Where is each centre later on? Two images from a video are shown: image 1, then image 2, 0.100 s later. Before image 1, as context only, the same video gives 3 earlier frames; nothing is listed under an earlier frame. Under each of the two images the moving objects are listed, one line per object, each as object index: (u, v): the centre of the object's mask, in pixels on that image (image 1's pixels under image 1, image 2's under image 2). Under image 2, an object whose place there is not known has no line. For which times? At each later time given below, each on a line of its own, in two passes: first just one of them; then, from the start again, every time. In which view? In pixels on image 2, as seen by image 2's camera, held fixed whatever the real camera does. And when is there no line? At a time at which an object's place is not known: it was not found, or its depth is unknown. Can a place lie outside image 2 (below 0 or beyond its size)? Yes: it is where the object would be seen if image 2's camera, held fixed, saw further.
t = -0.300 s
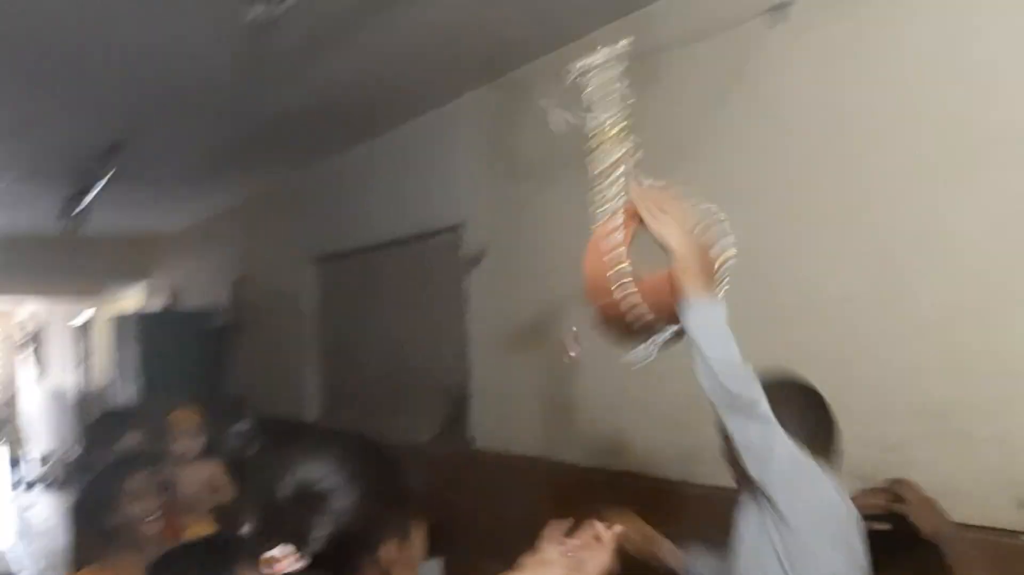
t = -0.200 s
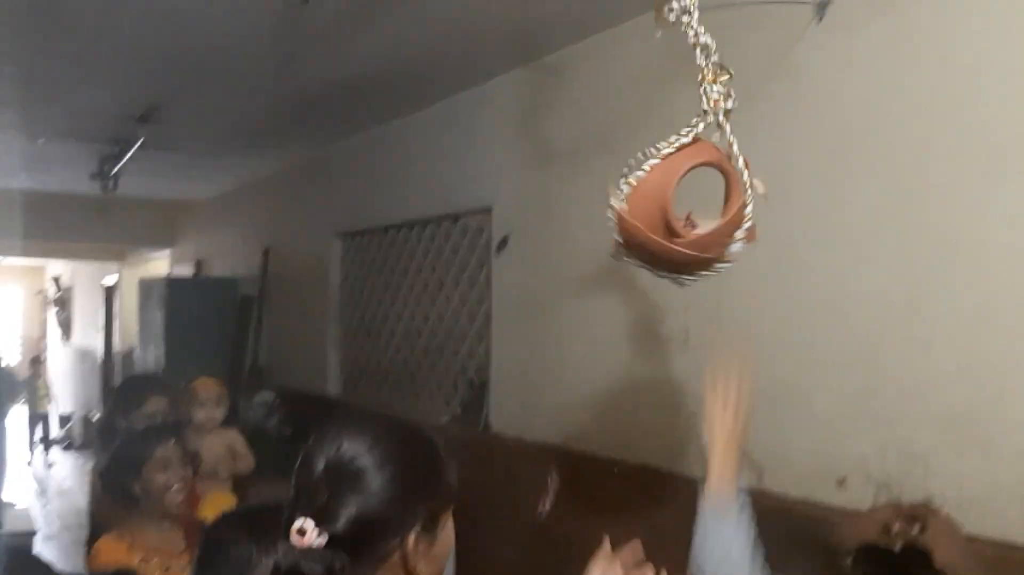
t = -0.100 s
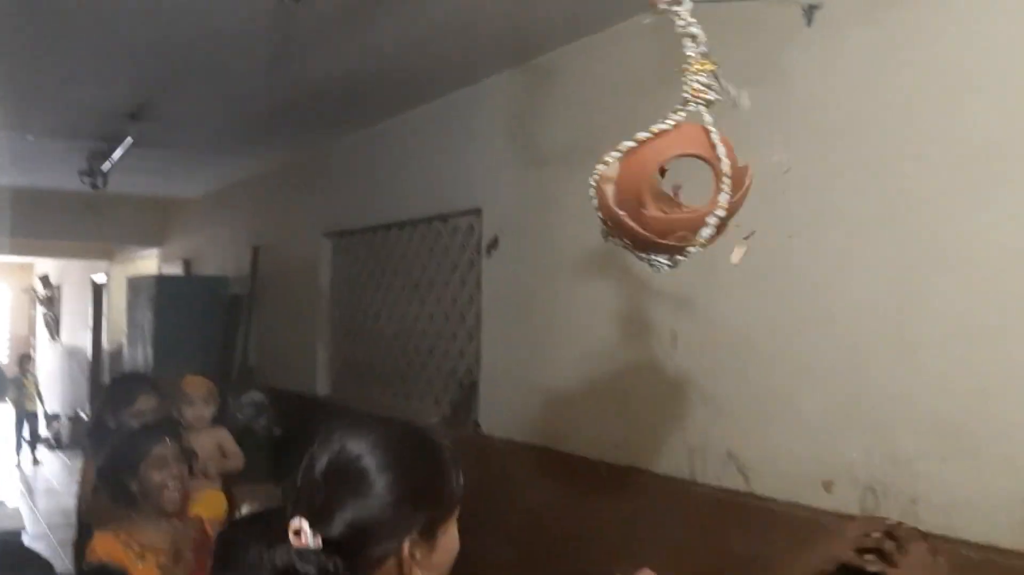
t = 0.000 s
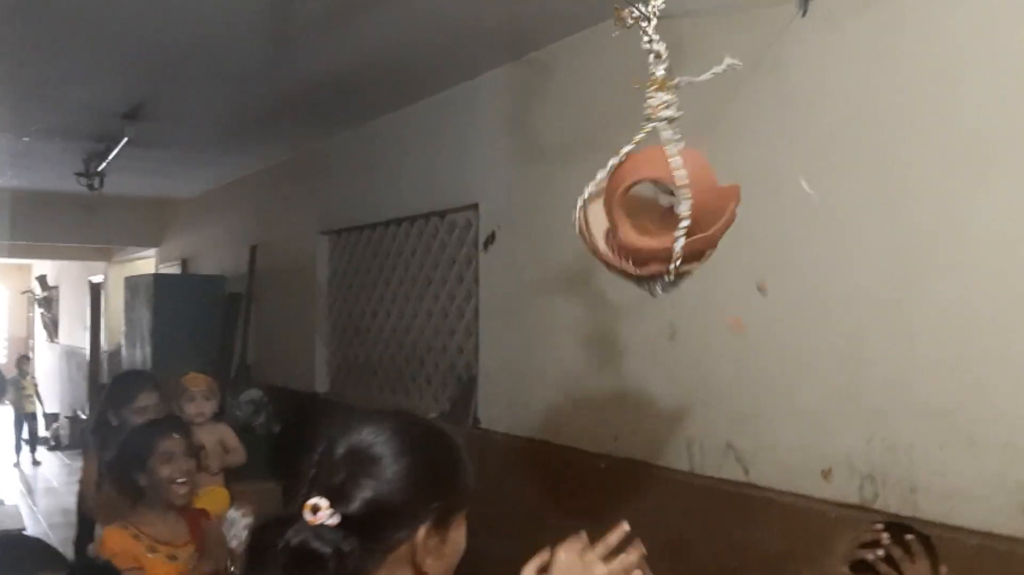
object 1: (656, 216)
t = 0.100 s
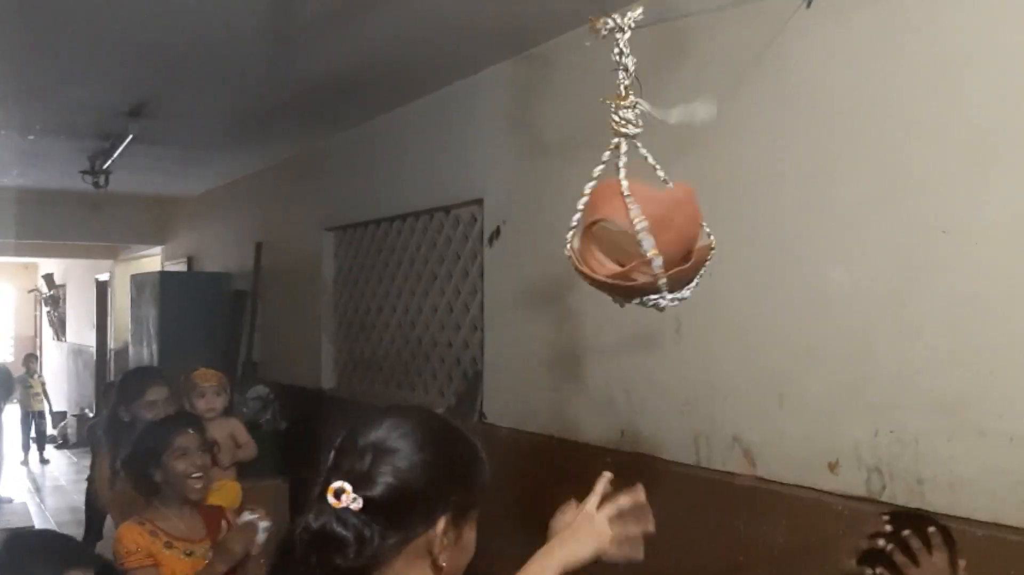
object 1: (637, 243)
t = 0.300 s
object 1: (608, 220)
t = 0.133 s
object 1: (634, 236)
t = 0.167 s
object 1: (629, 228)
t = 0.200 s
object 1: (625, 223)
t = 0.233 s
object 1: (619, 219)
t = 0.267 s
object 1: (614, 217)
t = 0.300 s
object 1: (608, 220)
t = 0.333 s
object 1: (602, 224)
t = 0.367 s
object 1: (597, 226)
